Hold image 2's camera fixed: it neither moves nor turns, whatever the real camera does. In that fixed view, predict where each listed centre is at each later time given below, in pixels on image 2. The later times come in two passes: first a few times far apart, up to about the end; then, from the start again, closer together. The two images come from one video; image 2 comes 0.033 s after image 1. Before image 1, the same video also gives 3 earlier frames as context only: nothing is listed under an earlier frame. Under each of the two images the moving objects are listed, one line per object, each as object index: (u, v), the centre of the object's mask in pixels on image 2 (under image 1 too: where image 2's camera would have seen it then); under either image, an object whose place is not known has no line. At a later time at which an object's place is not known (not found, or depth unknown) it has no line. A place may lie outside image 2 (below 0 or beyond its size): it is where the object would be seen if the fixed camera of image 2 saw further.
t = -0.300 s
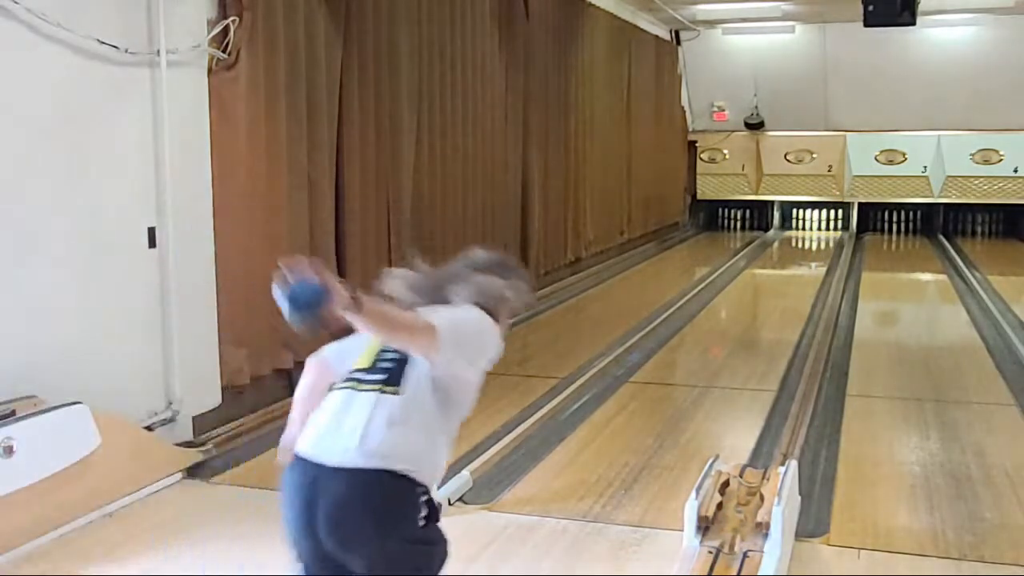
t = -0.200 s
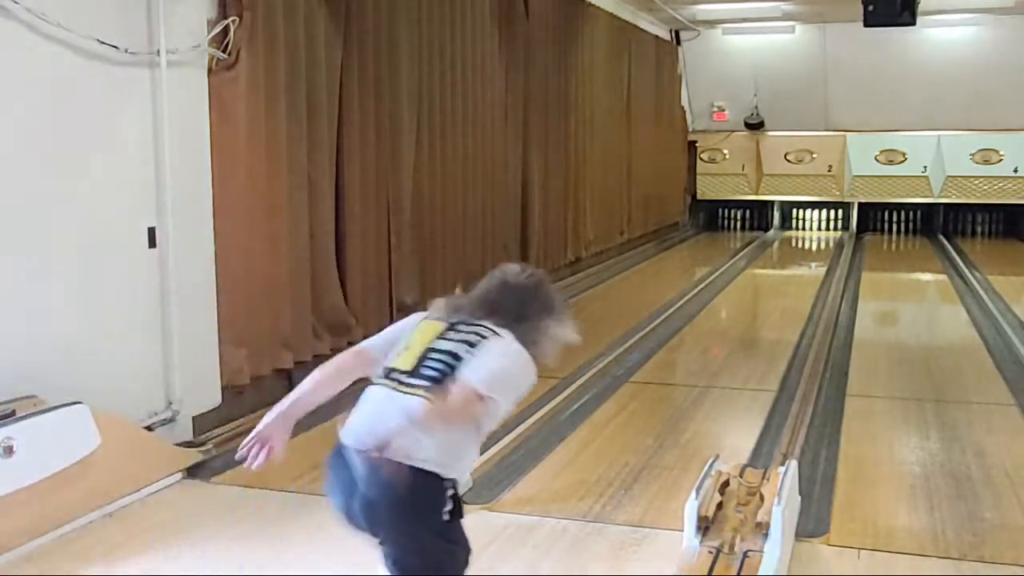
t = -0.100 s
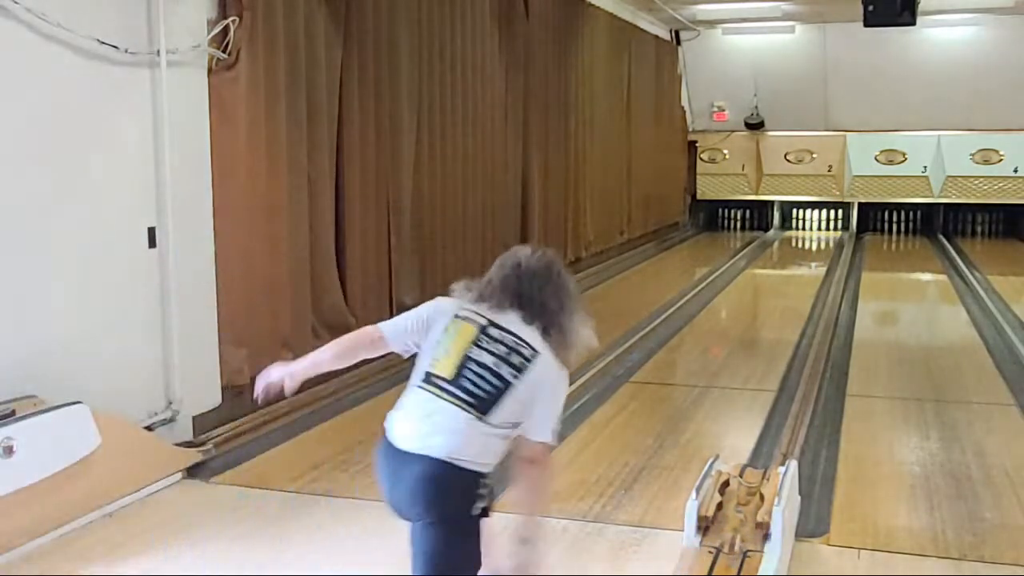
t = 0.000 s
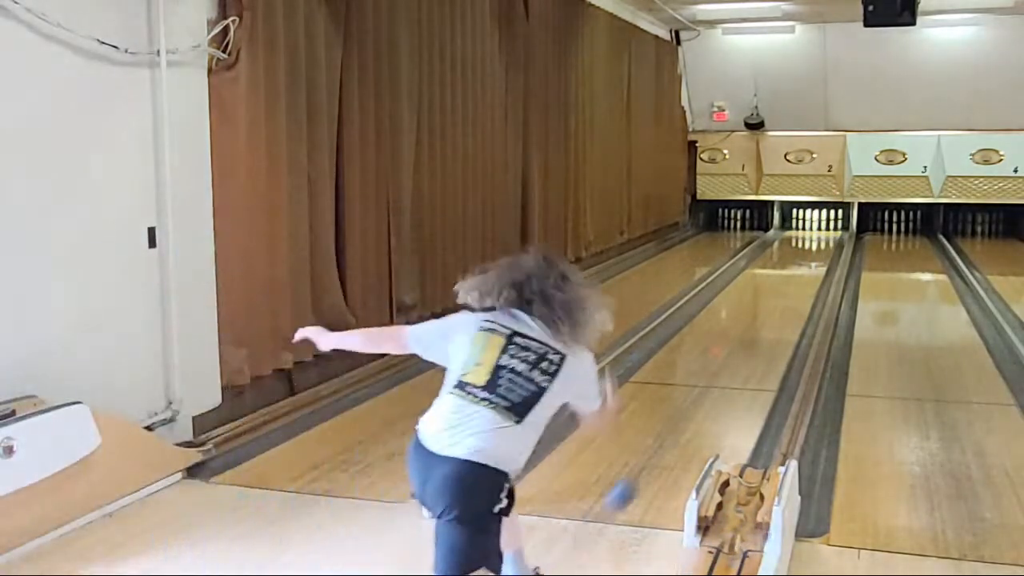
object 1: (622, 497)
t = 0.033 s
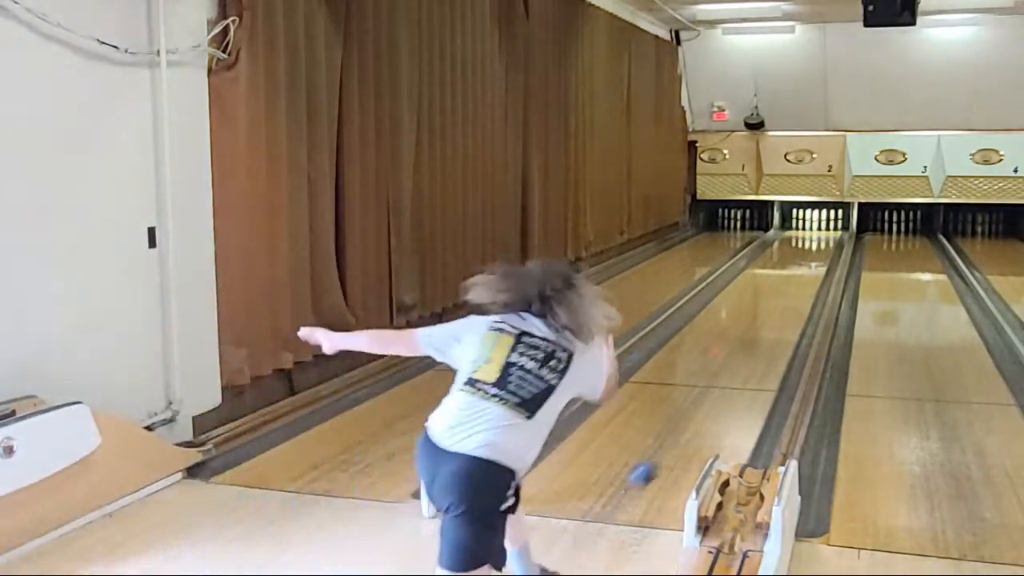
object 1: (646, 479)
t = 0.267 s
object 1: (730, 365)
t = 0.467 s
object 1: (765, 318)
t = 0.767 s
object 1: (793, 276)
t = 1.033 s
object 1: (807, 252)
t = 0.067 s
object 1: (661, 462)
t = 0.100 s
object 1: (678, 447)
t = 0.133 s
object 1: (691, 435)
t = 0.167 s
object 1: (702, 411)
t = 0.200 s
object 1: (713, 391)
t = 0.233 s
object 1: (722, 376)
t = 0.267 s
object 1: (730, 365)
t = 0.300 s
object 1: (737, 356)
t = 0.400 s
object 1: (755, 332)
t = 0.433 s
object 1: (760, 324)
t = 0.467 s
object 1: (765, 318)
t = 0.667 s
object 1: (785, 288)
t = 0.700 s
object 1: (788, 283)
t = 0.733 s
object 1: (791, 280)
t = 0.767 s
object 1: (793, 276)
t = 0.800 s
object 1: (795, 272)
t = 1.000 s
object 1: (806, 254)
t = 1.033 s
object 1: (807, 252)
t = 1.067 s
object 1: (808, 250)
